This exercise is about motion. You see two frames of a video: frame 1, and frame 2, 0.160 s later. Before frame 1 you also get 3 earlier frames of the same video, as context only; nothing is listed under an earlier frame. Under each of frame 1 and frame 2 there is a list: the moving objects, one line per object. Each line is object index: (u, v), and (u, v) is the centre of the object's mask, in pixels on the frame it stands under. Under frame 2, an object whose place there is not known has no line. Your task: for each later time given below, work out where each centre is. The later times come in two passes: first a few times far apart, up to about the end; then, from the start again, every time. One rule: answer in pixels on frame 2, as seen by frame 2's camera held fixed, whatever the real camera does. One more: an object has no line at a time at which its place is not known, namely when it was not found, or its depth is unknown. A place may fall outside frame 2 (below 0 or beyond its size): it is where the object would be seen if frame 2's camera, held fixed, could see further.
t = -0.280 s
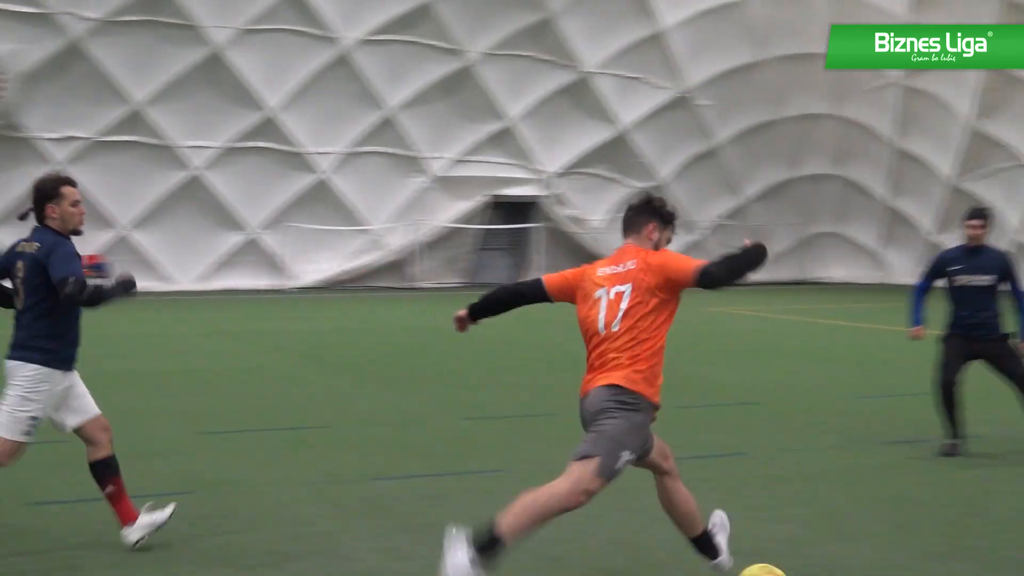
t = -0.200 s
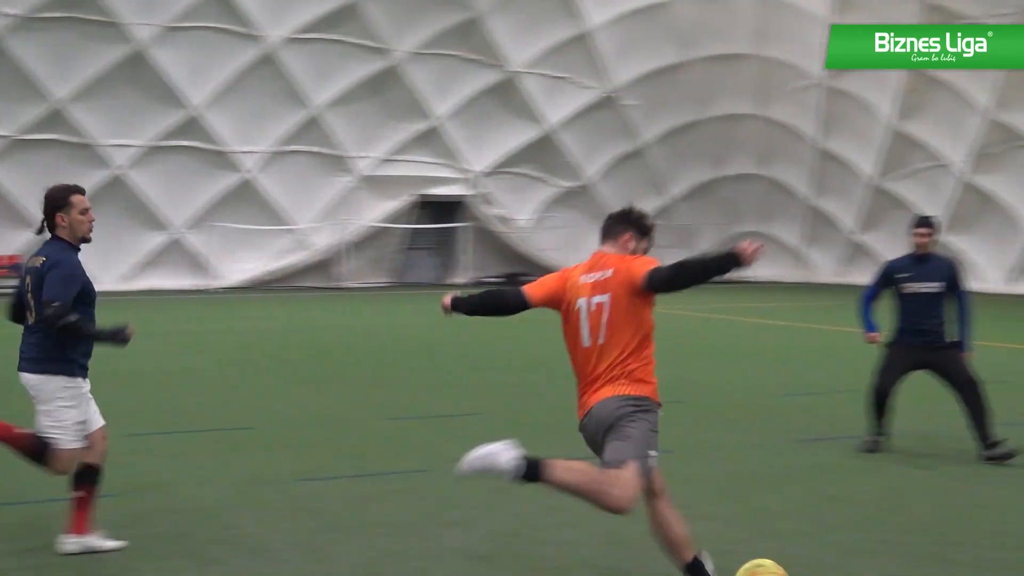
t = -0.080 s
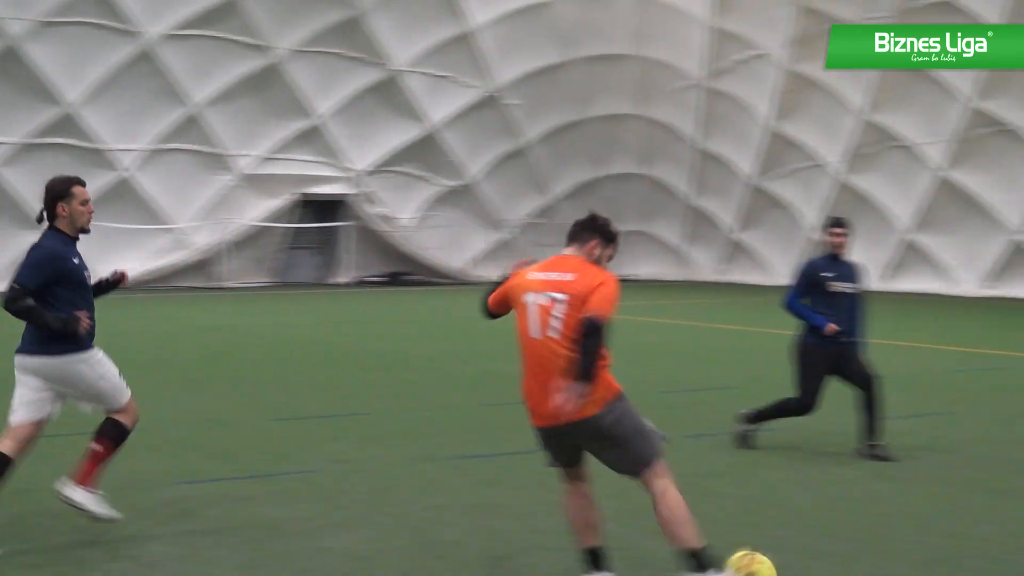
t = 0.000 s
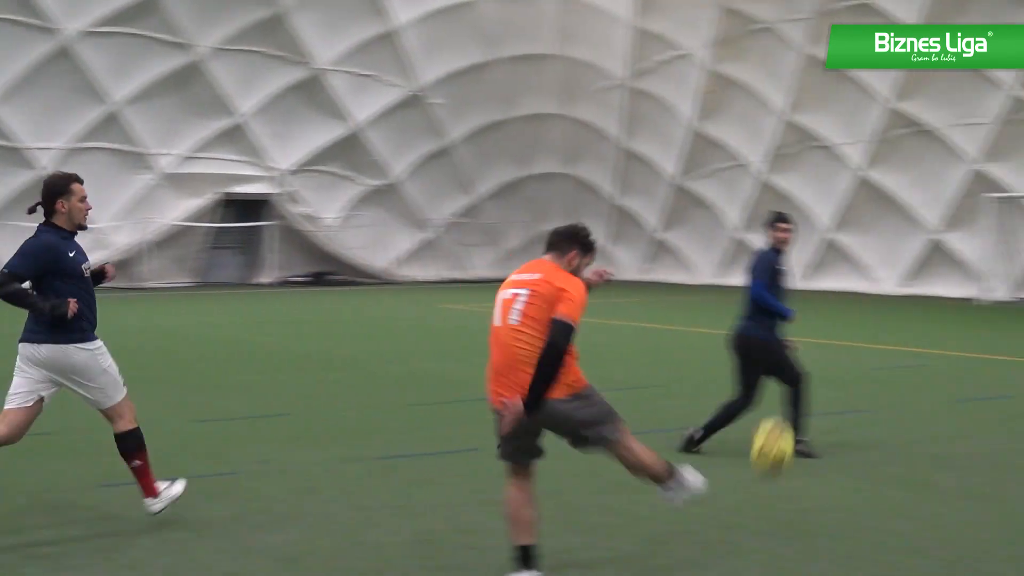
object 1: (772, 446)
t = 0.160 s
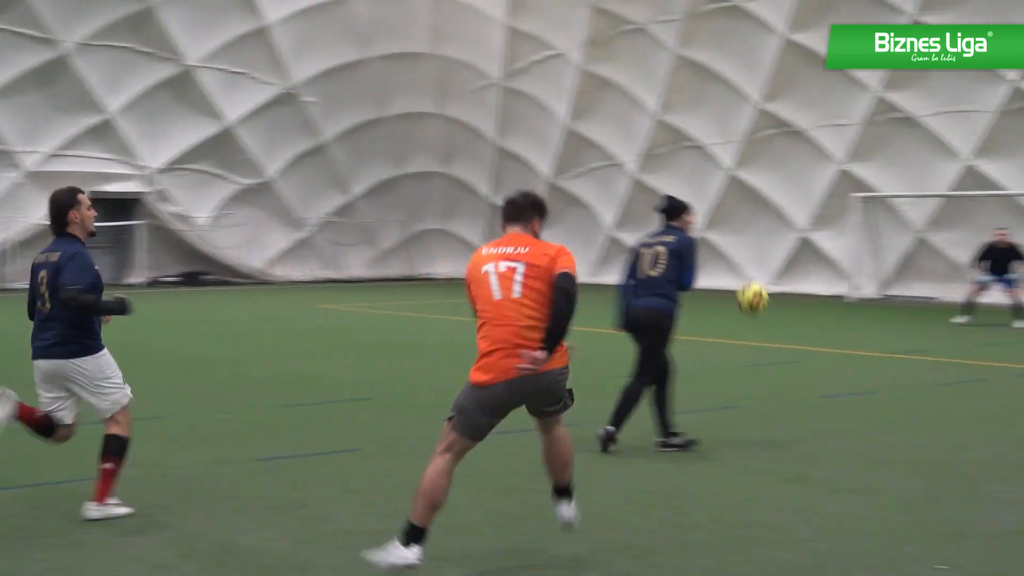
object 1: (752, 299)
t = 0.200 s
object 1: (764, 277)
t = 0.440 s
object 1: (808, 214)
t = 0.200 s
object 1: (764, 277)
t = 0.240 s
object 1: (776, 261)
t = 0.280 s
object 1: (785, 246)
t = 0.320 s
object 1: (792, 235)
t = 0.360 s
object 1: (797, 226)
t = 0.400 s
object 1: (804, 219)
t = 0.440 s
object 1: (808, 214)
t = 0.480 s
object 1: (812, 209)
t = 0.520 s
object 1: (814, 206)
